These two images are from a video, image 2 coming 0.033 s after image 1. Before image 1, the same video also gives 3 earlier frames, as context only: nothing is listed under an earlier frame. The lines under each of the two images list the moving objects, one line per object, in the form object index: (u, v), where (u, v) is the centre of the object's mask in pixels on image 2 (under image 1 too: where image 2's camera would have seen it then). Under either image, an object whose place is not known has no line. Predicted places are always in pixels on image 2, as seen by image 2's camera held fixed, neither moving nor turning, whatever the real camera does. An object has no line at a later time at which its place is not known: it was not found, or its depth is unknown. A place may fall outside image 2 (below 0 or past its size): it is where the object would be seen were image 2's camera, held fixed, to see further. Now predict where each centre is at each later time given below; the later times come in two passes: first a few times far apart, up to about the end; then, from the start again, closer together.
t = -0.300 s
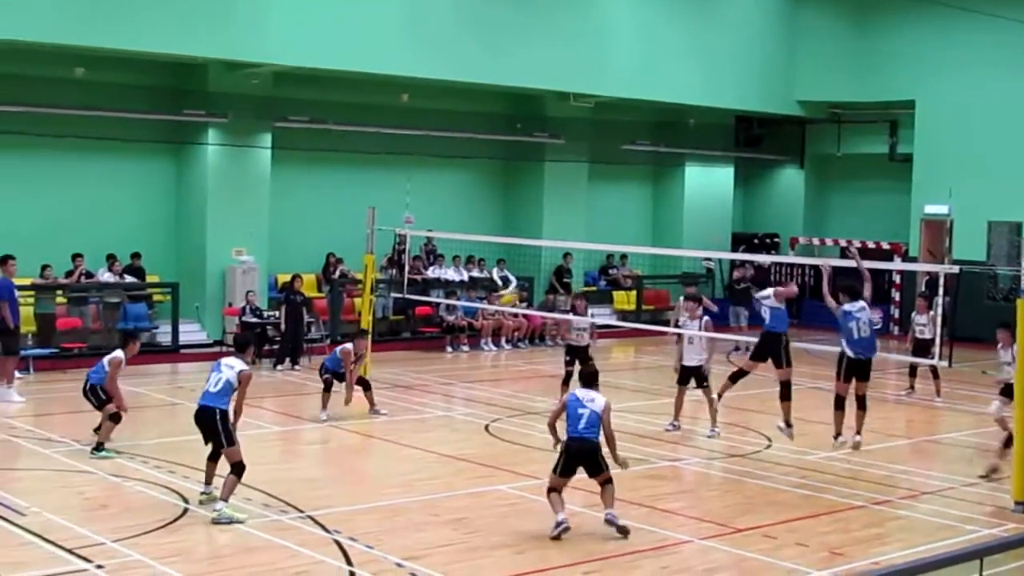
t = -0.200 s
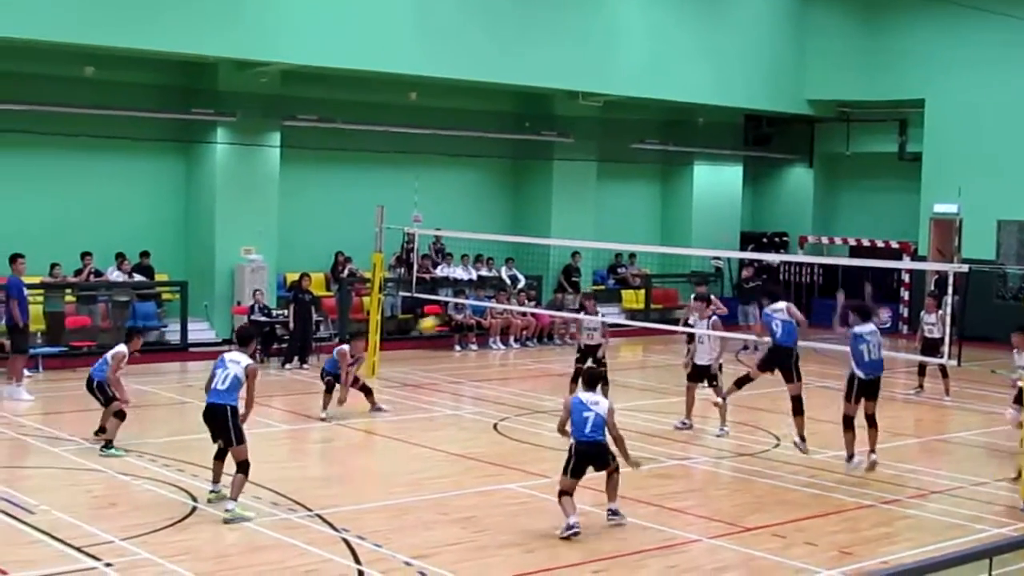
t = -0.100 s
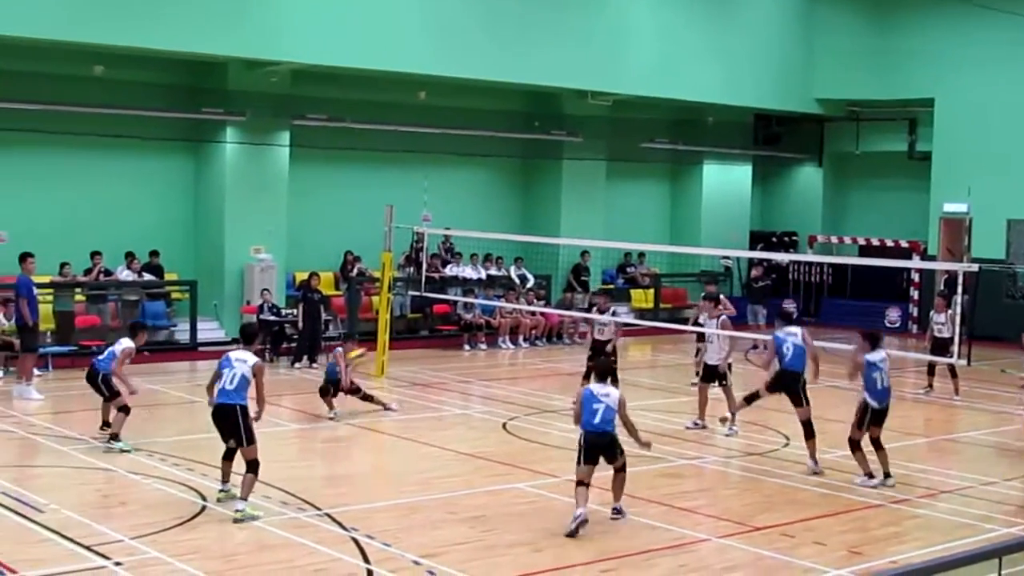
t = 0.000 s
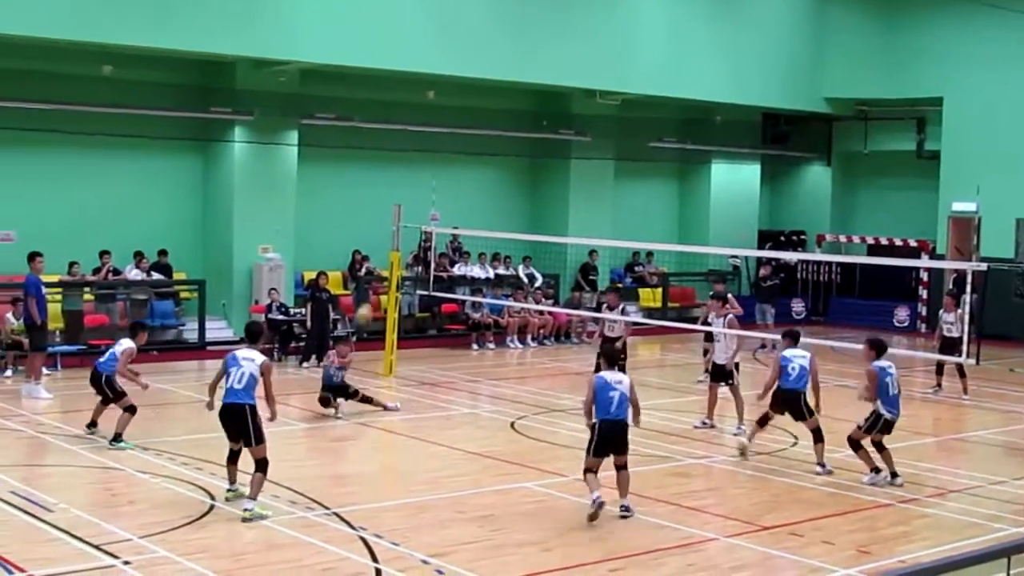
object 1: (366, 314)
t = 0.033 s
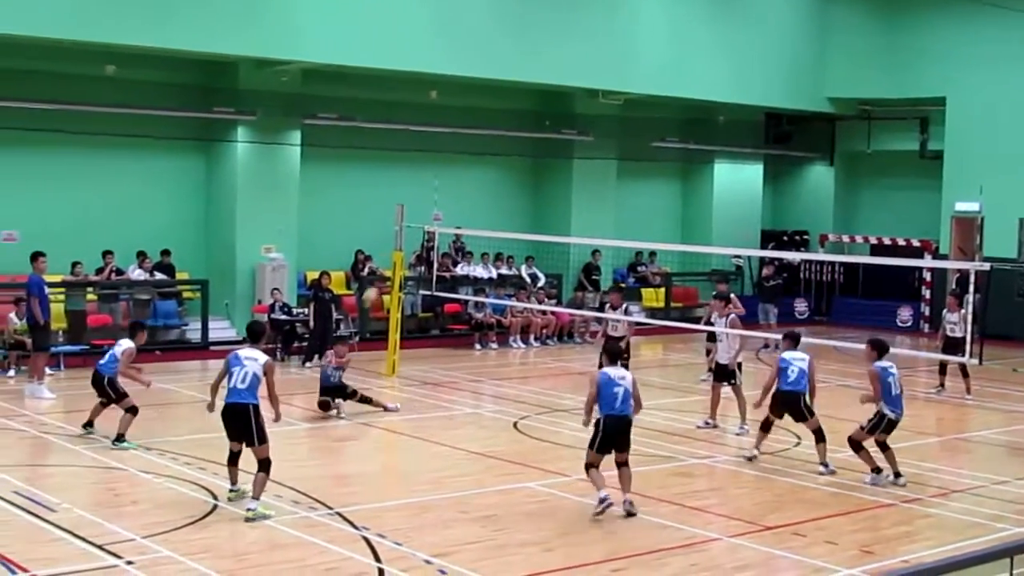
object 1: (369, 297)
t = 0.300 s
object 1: (404, 191)
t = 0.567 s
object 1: (437, 142)
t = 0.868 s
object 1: (474, 152)
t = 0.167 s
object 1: (387, 237)
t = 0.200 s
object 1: (391, 224)
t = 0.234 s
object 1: (395, 212)
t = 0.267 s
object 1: (399, 202)
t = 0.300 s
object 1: (404, 191)
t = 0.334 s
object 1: (408, 182)
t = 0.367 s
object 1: (413, 172)
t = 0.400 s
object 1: (417, 166)
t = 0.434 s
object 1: (420, 159)
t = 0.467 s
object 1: (424, 154)
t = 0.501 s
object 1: (429, 149)
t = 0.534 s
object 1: (433, 145)
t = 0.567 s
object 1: (437, 142)
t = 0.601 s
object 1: (441, 139)
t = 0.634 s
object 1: (445, 137)
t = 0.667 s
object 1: (449, 137)
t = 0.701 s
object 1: (453, 137)
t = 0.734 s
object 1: (458, 138)
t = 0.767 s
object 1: (462, 141)
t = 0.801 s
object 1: (466, 143)
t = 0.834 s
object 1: (470, 147)
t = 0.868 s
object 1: (474, 152)
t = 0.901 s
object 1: (477, 157)
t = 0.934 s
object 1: (482, 164)
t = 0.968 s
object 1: (487, 173)
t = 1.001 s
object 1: (491, 181)
